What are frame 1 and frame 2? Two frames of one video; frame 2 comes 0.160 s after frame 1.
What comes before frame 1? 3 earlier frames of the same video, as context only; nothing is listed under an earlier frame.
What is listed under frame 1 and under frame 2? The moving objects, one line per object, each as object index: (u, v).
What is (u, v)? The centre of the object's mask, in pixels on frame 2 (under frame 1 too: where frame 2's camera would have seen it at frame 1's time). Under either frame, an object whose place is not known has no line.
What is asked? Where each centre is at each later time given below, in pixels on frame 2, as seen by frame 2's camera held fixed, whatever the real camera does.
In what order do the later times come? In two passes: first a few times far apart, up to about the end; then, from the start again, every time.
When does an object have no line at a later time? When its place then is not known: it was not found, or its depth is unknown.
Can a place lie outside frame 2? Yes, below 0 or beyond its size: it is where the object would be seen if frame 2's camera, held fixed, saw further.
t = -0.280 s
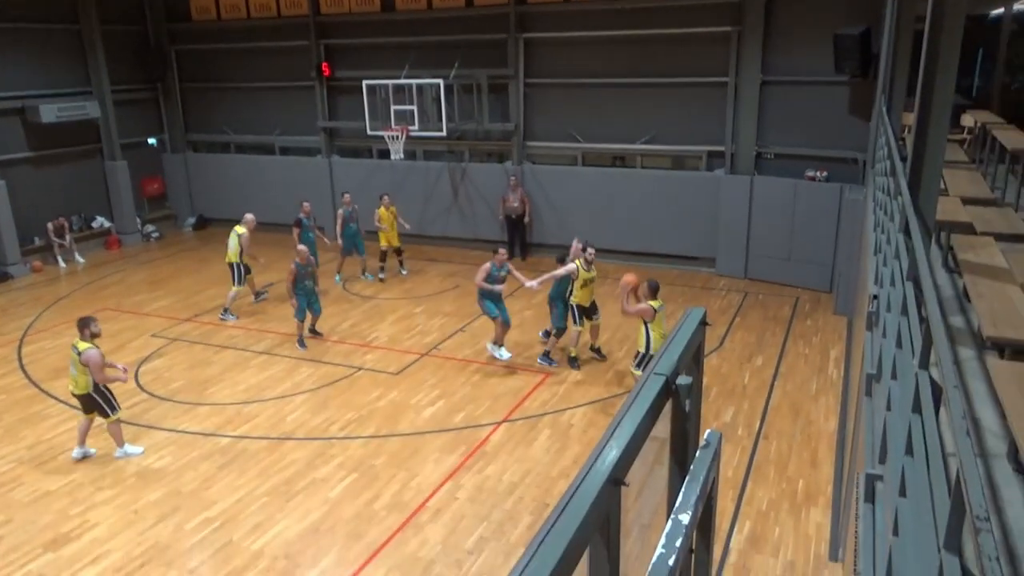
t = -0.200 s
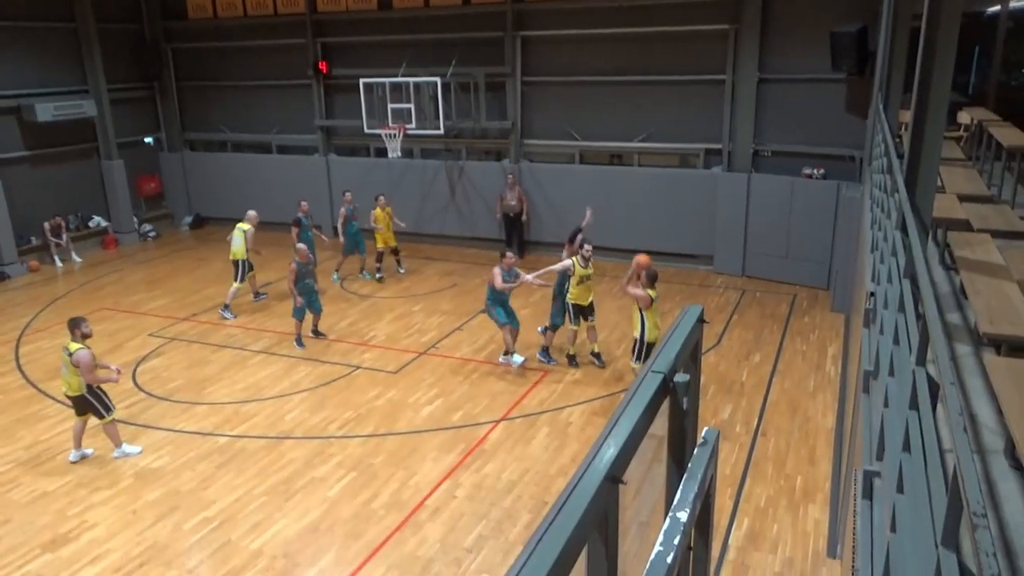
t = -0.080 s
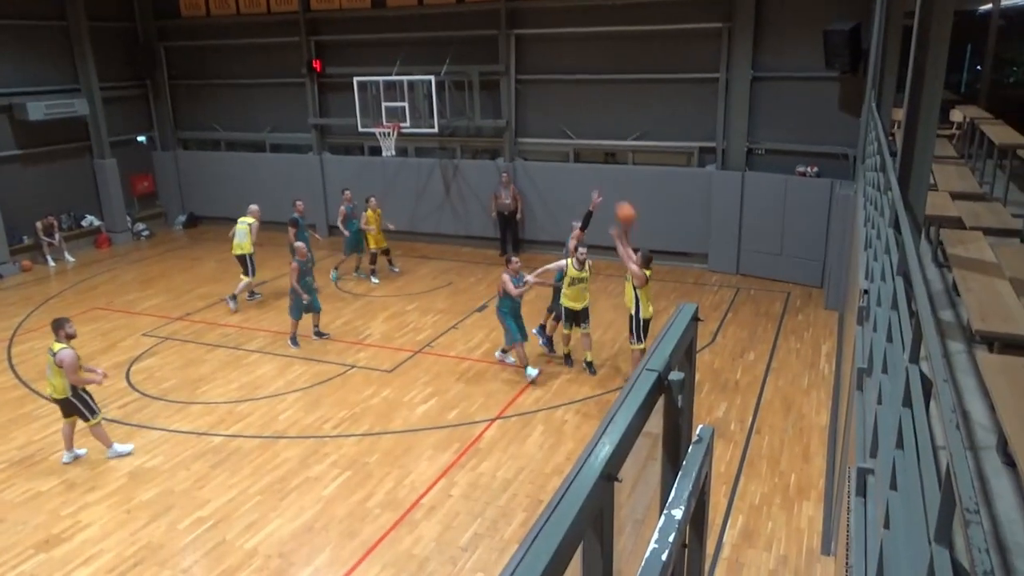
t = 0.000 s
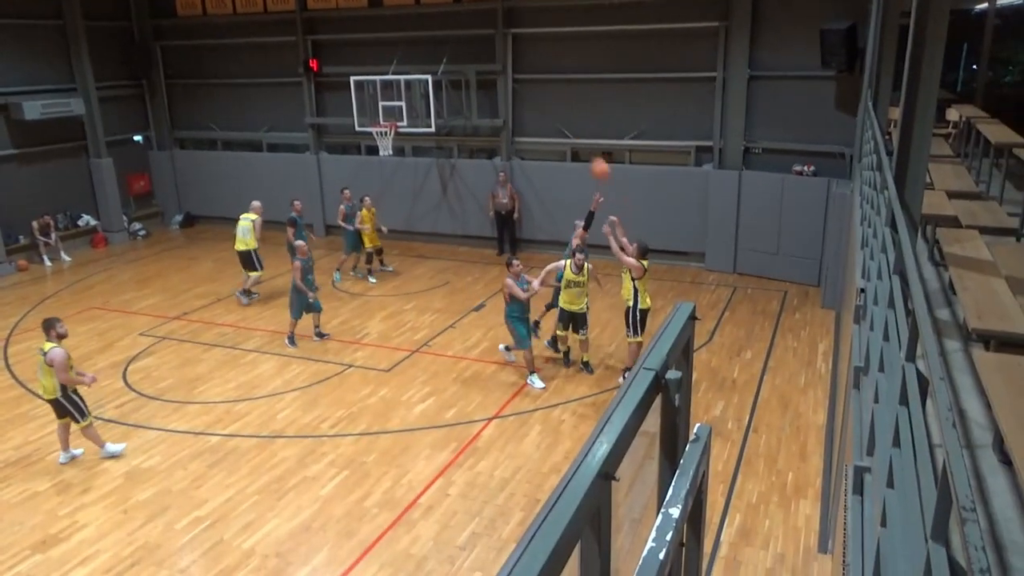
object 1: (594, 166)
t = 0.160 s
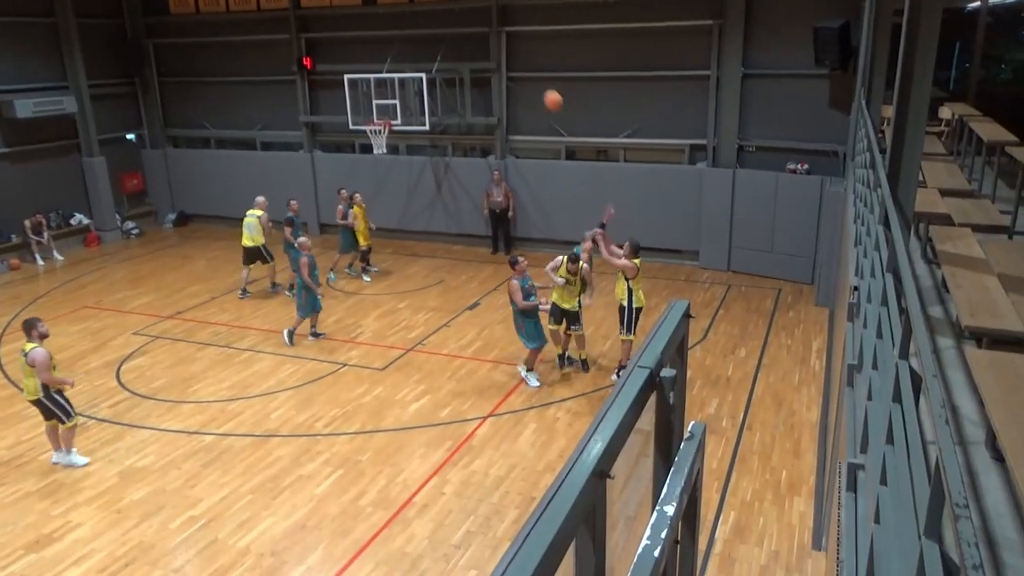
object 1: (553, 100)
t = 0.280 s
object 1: (524, 65)
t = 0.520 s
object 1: (473, 31)
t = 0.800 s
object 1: (426, 43)
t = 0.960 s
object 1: (405, 67)
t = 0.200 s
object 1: (542, 87)
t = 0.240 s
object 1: (533, 75)
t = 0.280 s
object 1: (524, 65)
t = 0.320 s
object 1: (514, 56)
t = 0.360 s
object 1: (506, 49)
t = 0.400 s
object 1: (497, 43)
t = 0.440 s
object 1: (488, 38)
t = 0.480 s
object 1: (481, 34)
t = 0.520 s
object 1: (473, 31)
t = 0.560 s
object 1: (465, 30)
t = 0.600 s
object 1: (458, 29)
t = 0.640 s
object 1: (451, 30)
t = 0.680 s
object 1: (445, 32)
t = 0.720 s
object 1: (438, 34)
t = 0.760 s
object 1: (432, 38)
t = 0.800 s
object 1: (426, 43)
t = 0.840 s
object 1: (421, 48)
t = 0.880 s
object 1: (415, 53)
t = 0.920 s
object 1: (410, 60)
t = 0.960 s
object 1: (405, 67)
